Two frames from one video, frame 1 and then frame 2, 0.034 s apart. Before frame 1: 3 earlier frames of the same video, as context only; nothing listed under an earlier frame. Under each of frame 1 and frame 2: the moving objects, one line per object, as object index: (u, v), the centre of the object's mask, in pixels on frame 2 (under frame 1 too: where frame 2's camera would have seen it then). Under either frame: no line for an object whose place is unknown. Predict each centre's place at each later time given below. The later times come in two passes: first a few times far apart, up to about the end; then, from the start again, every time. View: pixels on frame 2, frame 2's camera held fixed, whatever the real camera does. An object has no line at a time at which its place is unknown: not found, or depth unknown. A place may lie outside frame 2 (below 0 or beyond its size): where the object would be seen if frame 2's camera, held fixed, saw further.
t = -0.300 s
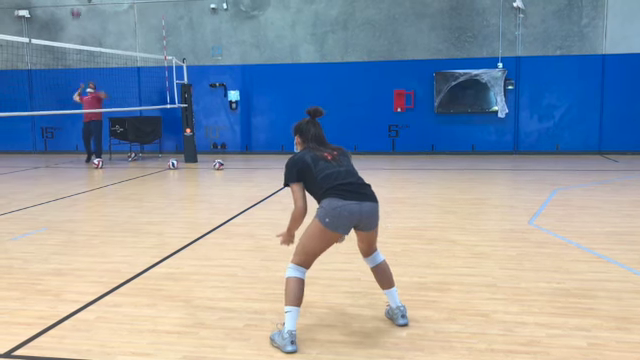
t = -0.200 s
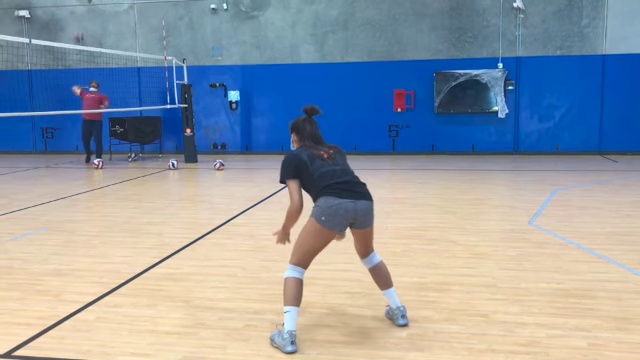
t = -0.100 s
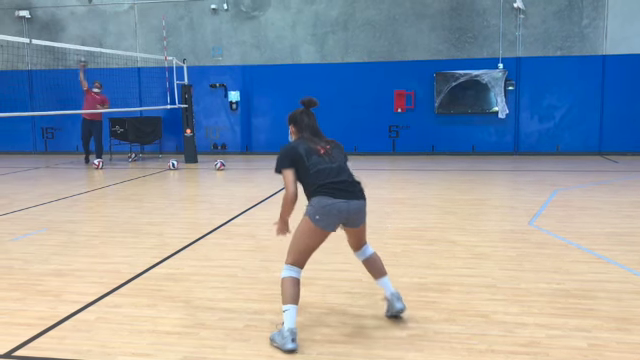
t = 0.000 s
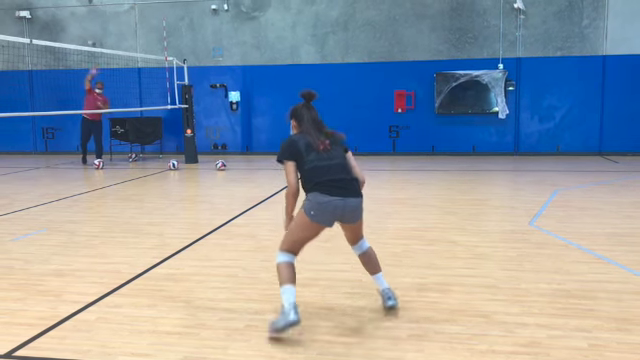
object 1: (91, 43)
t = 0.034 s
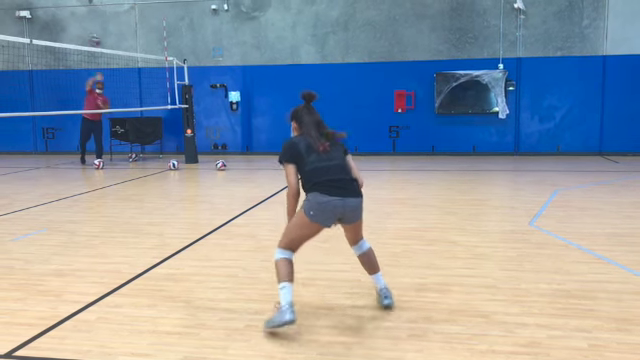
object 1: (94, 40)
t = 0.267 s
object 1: (127, 19)
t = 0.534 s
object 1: (199, 49)
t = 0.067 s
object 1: (97, 36)
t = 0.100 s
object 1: (102, 31)
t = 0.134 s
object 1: (106, 28)
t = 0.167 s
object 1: (110, 25)
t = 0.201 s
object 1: (117, 22)
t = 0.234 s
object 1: (121, 20)
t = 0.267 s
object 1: (127, 19)
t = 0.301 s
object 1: (134, 18)
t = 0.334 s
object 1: (140, 19)
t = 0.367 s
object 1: (149, 21)
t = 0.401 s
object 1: (158, 23)
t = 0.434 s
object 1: (167, 27)
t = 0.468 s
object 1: (176, 33)
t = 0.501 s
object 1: (187, 40)
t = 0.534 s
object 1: (199, 49)
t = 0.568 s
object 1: (215, 61)
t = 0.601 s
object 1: (229, 75)
